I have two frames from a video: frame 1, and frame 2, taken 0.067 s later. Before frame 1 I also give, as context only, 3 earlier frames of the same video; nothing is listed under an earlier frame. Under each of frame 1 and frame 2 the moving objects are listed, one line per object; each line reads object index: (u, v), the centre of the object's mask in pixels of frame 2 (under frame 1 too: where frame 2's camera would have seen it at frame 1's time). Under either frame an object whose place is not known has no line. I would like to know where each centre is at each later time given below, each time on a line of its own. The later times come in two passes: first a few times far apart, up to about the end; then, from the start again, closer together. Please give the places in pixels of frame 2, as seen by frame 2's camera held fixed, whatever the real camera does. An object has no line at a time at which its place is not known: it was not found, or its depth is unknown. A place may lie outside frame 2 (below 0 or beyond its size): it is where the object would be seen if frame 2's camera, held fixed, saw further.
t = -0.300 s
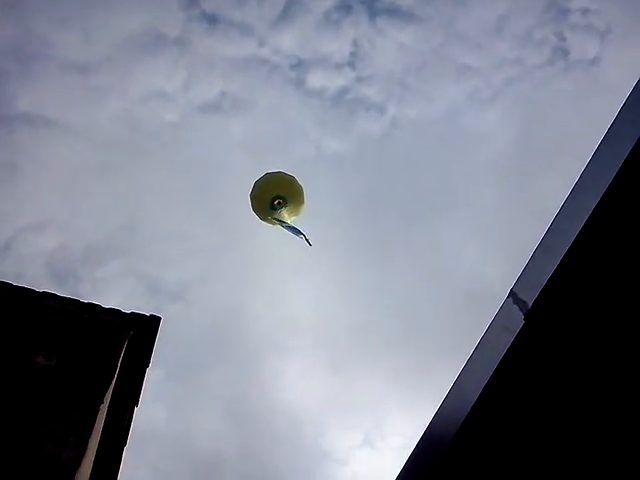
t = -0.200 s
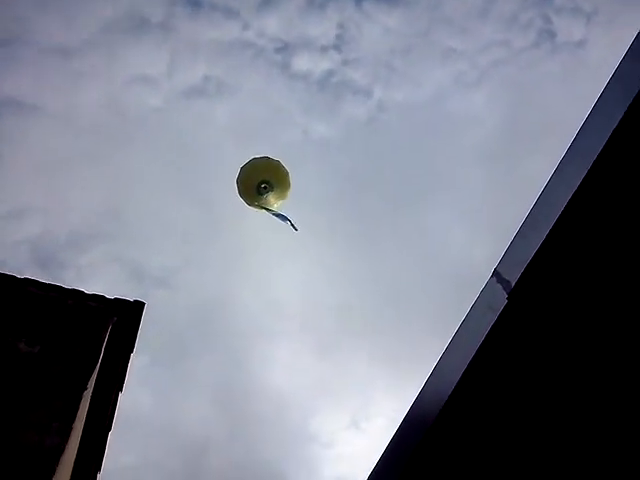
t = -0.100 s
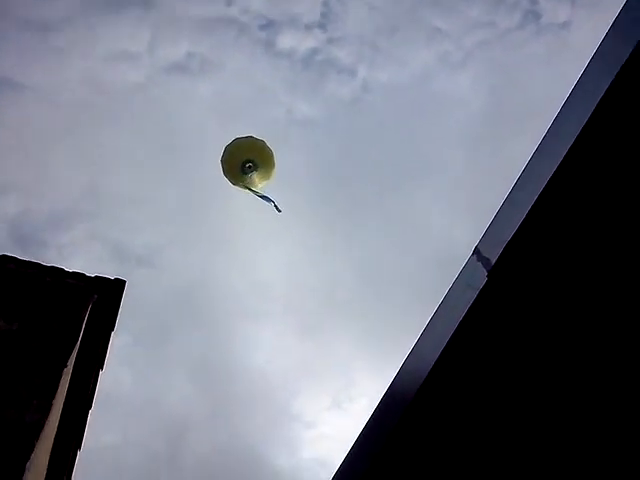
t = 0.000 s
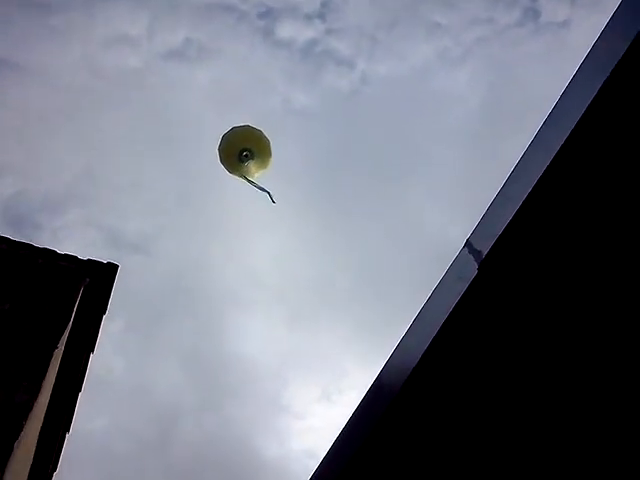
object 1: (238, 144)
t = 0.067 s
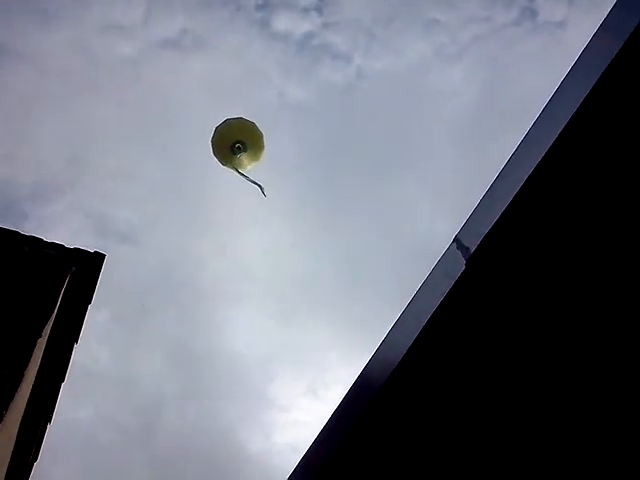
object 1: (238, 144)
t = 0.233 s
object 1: (239, 144)
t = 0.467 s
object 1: (242, 144)
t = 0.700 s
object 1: (244, 144)
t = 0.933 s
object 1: (247, 145)
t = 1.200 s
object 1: (250, 146)
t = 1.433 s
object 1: (252, 148)
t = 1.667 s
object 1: (256, 149)
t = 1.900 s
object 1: (261, 152)
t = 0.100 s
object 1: (238, 144)
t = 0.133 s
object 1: (238, 144)
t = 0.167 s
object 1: (238, 144)
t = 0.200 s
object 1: (238, 144)
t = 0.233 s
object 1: (239, 144)
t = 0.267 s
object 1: (240, 143)
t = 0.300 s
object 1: (239, 144)
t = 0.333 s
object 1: (240, 144)
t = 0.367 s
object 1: (241, 144)
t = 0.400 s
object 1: (241, 144)
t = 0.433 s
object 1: (241, 144)
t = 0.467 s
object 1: (242, 144)
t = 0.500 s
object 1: (242, 144)
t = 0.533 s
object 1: (243, 144)
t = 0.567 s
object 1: (243, 144)
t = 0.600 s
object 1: (242, 144)
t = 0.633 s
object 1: (243, 144)
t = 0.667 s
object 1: (244, 144)
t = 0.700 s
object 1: (244, 144)
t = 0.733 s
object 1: (244, 144)
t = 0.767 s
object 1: (245, 144)
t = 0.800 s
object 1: (244, 144)
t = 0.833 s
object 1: (245, 144)
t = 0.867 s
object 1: (246, 145)
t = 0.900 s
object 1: (246, 145)
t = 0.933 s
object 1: (247, 145)
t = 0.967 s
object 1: (247, 145)
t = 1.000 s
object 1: (247, 145)
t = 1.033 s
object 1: (248, 146)
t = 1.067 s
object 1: (248, 146)
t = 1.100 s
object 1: (248, 146)
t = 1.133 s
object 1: (249, 146)
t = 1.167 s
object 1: (248, 146)
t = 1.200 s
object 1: (250, 146)
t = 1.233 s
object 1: (250, 146)
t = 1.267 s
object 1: (250, 147)
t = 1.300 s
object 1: (251, 147)
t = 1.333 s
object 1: (251, 147)
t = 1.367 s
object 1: (251, 147)
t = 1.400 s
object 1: (252, 147)
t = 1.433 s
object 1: (252, 148)
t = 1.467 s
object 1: (253, 148)
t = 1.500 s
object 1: (253, 148)
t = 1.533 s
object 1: (254, 149)
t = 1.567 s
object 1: (255, 148)
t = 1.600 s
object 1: (256, 149)
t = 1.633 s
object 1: (256, 149)
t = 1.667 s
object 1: (256, 149)
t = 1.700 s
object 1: (257, 149)
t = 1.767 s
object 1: (259, 150)
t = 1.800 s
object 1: (258, 151)
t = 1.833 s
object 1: (259, 150)
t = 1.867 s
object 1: (260, 151)
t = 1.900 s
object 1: (261, 152)
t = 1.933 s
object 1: (261, 151)
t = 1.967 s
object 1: (263, 152)
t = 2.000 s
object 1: (263, 152)
